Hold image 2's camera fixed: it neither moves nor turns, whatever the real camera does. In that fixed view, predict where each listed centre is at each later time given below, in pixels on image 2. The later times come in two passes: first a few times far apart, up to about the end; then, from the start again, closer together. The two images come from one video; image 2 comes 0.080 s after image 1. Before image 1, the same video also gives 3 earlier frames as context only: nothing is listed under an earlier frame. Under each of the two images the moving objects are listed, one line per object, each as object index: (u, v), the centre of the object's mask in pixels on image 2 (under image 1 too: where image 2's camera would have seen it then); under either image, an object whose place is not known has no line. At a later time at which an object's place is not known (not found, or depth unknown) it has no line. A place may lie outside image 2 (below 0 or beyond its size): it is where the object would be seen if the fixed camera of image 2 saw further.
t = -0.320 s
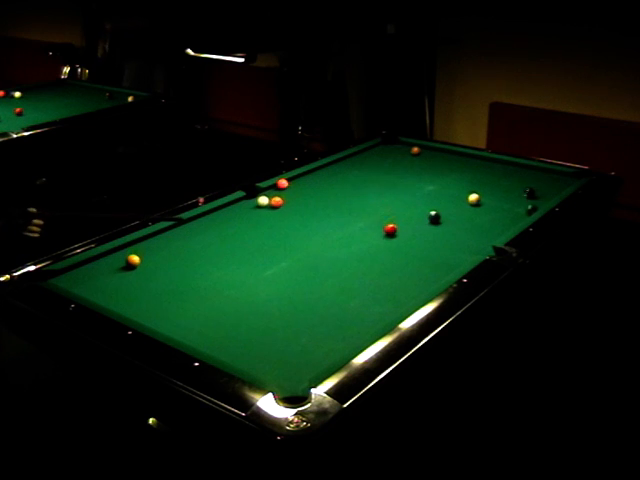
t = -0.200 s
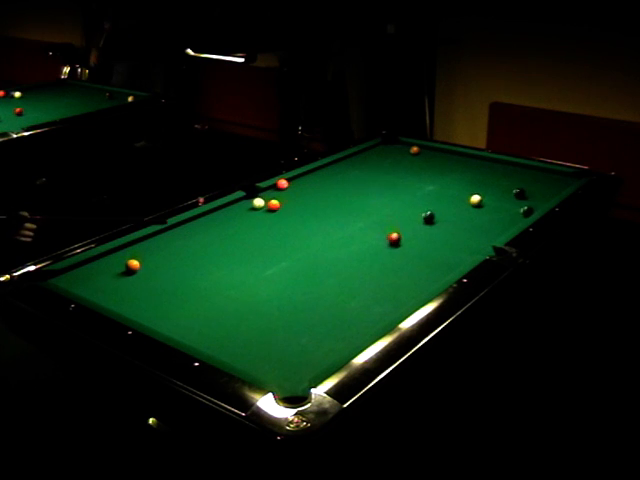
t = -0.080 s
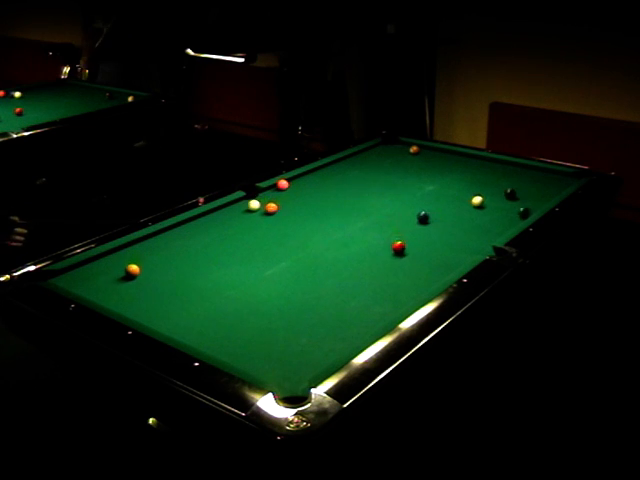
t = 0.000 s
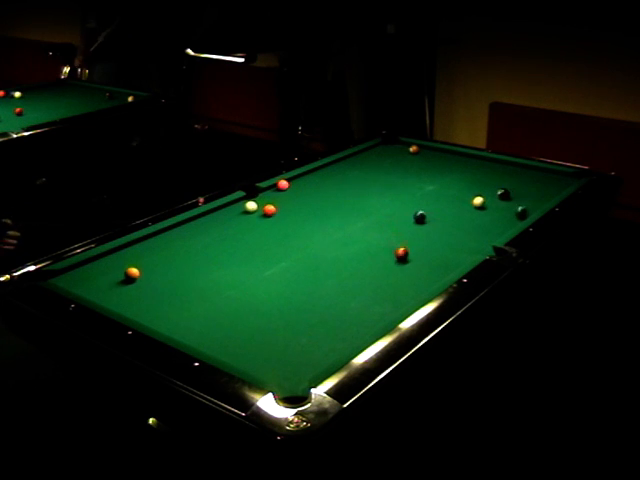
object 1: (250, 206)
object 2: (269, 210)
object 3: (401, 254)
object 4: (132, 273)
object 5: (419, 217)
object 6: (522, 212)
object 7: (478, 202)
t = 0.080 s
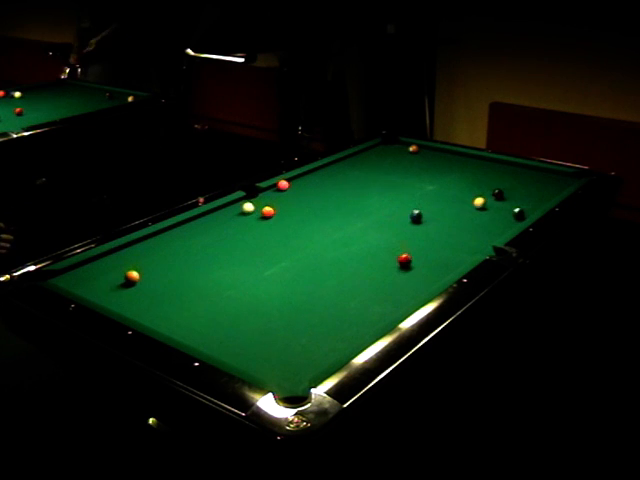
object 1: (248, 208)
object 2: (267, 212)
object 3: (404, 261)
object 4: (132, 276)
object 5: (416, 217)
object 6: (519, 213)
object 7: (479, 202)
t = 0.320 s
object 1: (239, 211)
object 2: (262, 217)
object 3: (414, 282)
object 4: (132, 285)
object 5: (407, 217)
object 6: (513, 216)
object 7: (481, 204)
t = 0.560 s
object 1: (232, 215)
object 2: (257, 223)
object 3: (408, 294)
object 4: (132, 295)
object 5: (398, 216)
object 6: (506, 217)
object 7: (484, 205)
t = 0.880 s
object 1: (222, 219)
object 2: (251, 230)
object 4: (131, 307)
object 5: (389, 215)
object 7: (486, 207)
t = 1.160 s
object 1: (214, 222)
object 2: (246, 236)
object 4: (137, 312)
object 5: (382, 215)
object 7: (486, 207)
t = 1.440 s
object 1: (208, 225)
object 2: (241, 242)
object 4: (149, 312)
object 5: (377, 215)
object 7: (487, 208)
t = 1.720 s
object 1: (203, 227)
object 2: (237, 246)
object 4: (158, 311)
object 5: (373, 215)
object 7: (487, 208)
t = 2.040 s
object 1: (198, 228)
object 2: (234, 251)
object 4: (167, 311)
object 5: (370, 215)
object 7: (487, 208)
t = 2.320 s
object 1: (195, 230)
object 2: (230, 255)
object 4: (172, 311)
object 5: (369, 215)
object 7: (487, 208)
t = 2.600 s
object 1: (194, 230)
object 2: (228, 258)
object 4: (177, 311)
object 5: (370, 215)
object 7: (487, 208)
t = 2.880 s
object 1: (192, 231)
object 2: (225, 260)
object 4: (179, 311)
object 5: (370, 215)
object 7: (487, 208)
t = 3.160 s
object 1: (193, 231)
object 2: (224, 262)
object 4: (180, 311)
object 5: (370, 215)
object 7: (487, 208)
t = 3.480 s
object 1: (193, 231)
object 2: (223, 263)
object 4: (179, 311)
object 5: (370, 215)
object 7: (487, 208)
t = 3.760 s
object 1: (193, 231)
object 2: (223, 263)
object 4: (179, 311)
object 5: (370, 215)
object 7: (487, 208)
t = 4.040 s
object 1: (193, 231)
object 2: (223, 263)
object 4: (178, 310)
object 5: (370, 215)
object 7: (487, 208)
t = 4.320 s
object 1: (193, 231)
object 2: (223, 263)
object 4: (179, 310)
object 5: (370, 215)
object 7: (487, 208)
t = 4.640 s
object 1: (193, 231)
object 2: (222, 263)
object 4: (179, 311)
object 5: (370, 215)
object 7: (487, 208)
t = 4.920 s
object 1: (193, 231)
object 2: (222, 263)
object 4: (179, 311)
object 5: (370, 214)
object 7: (487, 208)
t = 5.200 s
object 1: (193, 231)
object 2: (222, 263)
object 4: (179, 311)
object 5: (370, 215)
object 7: (487, 208)
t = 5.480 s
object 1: (193, 231)
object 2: (222, 263)
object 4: (179, 311)
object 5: (370, 215)
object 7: (487, 208)
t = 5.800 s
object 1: (193, 231)
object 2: (222, 263)
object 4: (179, 311)
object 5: (370, 215)
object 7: (487, 208)
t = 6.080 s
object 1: (193, 231)
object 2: (222, 263)
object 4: (179, 311)
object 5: (370, 215)
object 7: (487, 208)
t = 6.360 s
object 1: (193, 231)
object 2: (222, 263)
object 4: (179, 311)
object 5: (370, 215)
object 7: (487, 208)
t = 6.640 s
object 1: (193, 231)
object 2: (222, 264)
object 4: (179, 311)
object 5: (370, 215)
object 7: (487, 208)
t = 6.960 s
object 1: (193, 231)
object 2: (222, 264)
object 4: (179, 310)
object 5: (370, 215)
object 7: (487, 208)
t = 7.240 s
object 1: (193, 231)
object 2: (222, 264)
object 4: (179, 310)
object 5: (370, 215)
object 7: (487, 208)
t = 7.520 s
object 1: (193, 231)
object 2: (222, 264)
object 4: (179, 310)
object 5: (370, 215)
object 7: (487, 208)
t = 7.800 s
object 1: (193, 231)
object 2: (222, 264)
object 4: (179, 310)
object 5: (370, 215)
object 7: (487, 208)
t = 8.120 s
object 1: (193, 231)
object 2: (222, 264)
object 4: (179, 310)
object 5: (370, 215)
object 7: (487, 208)
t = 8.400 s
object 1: (193, 231)
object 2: (222, 264)
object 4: (179, 310)
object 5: (370, 215)
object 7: (487, 208)
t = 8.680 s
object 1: (193, 231)
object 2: (222, 264)
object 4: (179, 310)
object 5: (370, 215)
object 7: (487, 208)
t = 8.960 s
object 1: (193, 231)
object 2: (222, 264)
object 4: (179, 310)
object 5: (370, 215)
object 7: (487, 208)
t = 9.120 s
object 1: (193, 231)
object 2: (222, 264)
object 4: (179, 310)
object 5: (370, 214)
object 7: (487, 208)
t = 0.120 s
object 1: (246, 208)
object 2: (266, 213)
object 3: (406, 264)
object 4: (132, 278)
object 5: (414, 216)
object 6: (517, 214)
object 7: (479, 202)
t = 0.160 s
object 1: (245, 209)
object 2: (266, 214)
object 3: (407, 267)
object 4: (132, 279)
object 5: (412, 216)
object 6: (517, 215)
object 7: (480, 202)
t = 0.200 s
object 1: (244, 209)
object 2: (265, 214)
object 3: (409, 271)
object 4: (132, 281)
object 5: (411, 216)
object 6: (516, 215)
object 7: (480, 203)
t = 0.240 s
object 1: (242, 210)
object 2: (264, 216)
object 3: (411, 274)
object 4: (132, 282)
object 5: (409, 216)
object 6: (515, 215)
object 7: (481, 203)
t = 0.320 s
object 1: (239, 211)
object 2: (262, 217)
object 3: (414, 282)
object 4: (132, 285)
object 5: (407, 217)
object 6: (513, 216)
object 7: (481, 204)
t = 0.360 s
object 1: (238, 212)
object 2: (261, 219)
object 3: (416, 285)
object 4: (132, 287)
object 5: (405, 217)
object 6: (512, 216)
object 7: (482, 204)
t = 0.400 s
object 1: (237, 212)
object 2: (261, 220)
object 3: (417, 288)
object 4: (132, 288)
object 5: (404, 217)
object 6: (510, 217)
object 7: (482, 204)
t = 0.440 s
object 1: (235, 213)
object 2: (260, 220)
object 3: (418, 290)
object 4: (132, 290)
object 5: (402, 216)
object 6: (510, 217)
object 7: (482, 204)
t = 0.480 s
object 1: (234, 213)
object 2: (259, 221)
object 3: (416, 292)
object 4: (132, 291)
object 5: (401, 216)
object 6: (509, 217)
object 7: (483, 204)
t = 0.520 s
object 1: (233, 214)
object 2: (258, 222)
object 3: (412, 293)
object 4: (132, 293)
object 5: (400, 216)
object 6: (507, 217)
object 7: (483, 205)
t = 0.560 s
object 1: (232, 215)
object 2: (257, 223)
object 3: (408, 294)
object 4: (132, 295)
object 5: (398, 216)
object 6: (506, 217)
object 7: (484, 205)
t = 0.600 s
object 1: (230, 215)
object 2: (256, 224)
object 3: (404, 296)
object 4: (131, 296)
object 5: (397, 215)
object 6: (505, 218)
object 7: (484, 205)
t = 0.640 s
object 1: (229, 216)
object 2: (256, 225)
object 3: (400, 296)
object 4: (131, 298)
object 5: (395, 215)
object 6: (504, 218)
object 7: (484, 205)
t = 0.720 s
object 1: (227, 216)
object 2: (254, 227)
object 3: (392, 297)
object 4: (131, 301)
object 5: (393, 215)
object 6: (502, 219)
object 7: (485, 206)
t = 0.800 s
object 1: (224, 218)
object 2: (253, 228)
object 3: (385, 297)
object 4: (132, 304)
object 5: (391, 215)
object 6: (501, 220)
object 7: (485, 206)
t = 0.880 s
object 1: (222, 219)
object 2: (251, 230)
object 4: (131, 307)
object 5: (389, 215)
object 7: (486, 207)
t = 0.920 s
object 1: (221, 219)
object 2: (250, 231)
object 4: (131, 308)
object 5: (388, 215)
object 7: (486, 207)
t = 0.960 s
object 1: (220, 220)
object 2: (249, 232)
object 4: (131, 310)
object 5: (387, 215)
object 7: (486, 207)
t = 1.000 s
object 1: (219, 220)
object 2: (249, 233)
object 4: (131, 311)
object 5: (386, 215)
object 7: (486, 207)
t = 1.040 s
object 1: (218, 220)
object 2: (248, 234)
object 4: (132, 312)
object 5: (385, 215)
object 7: (486, 207)
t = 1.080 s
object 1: (217, 221)
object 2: (247, 235)
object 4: (134, 312)
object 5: (384, 215)
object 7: (486, 207)
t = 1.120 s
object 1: (216, 222)
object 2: (247, 235)
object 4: (136, 312)
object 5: (383, 215)
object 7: (486, 207)
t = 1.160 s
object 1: (214, 222)
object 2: (246, 236)
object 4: (137, 312)
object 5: (382, 215)
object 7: (486, 207)
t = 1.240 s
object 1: (212, 223)
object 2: (245, 237)
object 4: (141, 312)
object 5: (381, 215)
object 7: (487, 208)
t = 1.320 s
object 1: (211, 223)
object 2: (243, 239)
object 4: (144, 312)
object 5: (379, 215)
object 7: (487, 208)
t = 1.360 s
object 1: (210, 224)
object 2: (243, 240)
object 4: (146, 312)
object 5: (378, 215)
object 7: (487, 208)
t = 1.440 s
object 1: (208, 225)
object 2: (241, 242)
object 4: (149, 312)
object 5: (377, 215)
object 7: (487, 208)
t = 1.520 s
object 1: (207, 225)
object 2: (240, 243)
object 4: (152, 312)
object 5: (375, 215)
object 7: (487, 208)
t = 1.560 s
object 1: (206, 226)
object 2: (239, 243)
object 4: (153, 312)
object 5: (375, 215)
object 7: (487, 208)
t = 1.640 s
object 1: (205, 226)
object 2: (238, 245)
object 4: (156, 312)
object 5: (373, 214)
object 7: (487, 208)
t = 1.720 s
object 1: (203, 227)
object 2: (237, 246)
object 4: (158, 311)
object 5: (373, 215)
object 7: (487, 208)
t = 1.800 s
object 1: (202, 227)
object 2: (236, 248)
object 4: (161, 311)
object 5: (372, 215)
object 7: (487, 208)
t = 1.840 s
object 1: (201, 227)
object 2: (236, 248)
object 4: (162, 311)
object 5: (372, 215)
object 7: (487, 208)
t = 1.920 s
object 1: (200, 228)
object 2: (235, 250)
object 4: (164, 311)
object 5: (371, 215)
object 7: (487, 208)
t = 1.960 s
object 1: (199, 228)
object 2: (234, 250)
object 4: (165, 311)
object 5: (370, 215)
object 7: (487, 208)
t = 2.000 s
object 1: (199, 228)
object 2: (234, 250)
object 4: (166, 311)
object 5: (370, 215)
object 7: (487, 208)
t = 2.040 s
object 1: (198, 228)
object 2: (234, 251)
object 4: (167, 311)
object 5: (370, 215)
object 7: (487, 208)
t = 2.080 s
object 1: (198, 229)
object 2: (233, 252)
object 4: (168, 311)
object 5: (370, 215)
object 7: (487, 208)
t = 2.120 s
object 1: (197, 229)
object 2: (233, 252)
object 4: (169, 311)
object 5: (370, 215)
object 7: (487, 208)
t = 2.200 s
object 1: (196, 229)
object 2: (232, 254)
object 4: (170, 311)
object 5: (370, 215)
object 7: (487, 208)
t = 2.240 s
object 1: (196, 230)
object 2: (231, 254)
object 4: (171, 311)
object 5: (369, 215)
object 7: (487, 208)
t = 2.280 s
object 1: (196, 230)
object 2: (231, 254)
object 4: (172, 311)
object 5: (369, 215)
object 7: (487, 208)
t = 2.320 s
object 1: (195, 230)
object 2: (230, 255)
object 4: (172, 311)
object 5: (369, 215)
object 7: (487, 208)
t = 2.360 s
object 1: (195, 230)
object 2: (230, 256)
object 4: (173, 311)
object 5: (369, 215)
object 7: (487, 208)
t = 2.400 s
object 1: (195, 230)
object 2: (230, 256)
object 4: (174, 311)
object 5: (370, 215)
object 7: (487, 208)
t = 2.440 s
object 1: (194, 230)
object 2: (229, 257)
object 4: (174, 311)
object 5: (370, 215)
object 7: (487, 208)
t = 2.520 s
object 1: (194, 230)
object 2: (228, 257)
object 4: (175, 311)
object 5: (370, 215)
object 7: (487, 208)
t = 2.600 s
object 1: (194, 230)
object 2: (228, 258)
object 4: (177, 311)
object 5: (370, 215)
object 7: (487, 208)
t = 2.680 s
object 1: (193, 231)
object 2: (227, 259)
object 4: (177, 311)
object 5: (370, 215)
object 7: (487, 208)
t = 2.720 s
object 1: (193, 231)
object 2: (227, 259)
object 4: (178, 311)
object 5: (370, 215)
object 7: (487, 208)
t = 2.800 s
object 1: (193, 231)
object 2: (226, 260)
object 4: (178, 311)
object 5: (370, 215)
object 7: (487, 208)
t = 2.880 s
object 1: (192, 231)
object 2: (225, 260)
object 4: (179, 311)
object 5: (370, 215)
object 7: (487, 208)
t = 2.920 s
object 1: (192, 231)
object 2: (225, 260)
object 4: (179, 311)
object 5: (370, 215)
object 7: (487, 208)
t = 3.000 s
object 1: (192, 231)
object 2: (225, 261)
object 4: (179, 311)
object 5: (370, 215)
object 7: (487, 208)
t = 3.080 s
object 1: (193, 231)
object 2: (225, 261)
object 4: (179, 311)
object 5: (370, 215)
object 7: (487, 208)
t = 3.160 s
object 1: (193, 231)
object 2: (224, 262)
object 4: (180, 311)
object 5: (370, 215)
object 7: (487, 208)
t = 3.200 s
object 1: (193, 231)
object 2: (224, 262)
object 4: (180, 311)
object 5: (370, 215)
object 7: (487, 208)
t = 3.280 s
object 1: (193, 231)
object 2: (224, 263)
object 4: (180, 311)
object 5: (370, 215)
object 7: (487, 208)
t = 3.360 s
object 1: (193, 231)
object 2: (223, 263)
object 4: (180, 311)
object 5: (370, 215)
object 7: (487, 208)
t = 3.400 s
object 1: (193, 231)
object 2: (223, 263)
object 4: (180, 311)
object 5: (370, 215)
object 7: (487, 208)
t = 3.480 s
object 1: (193, 231)
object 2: (223, 263)
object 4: (179, 311)
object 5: (370, 215)
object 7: (487, 208)
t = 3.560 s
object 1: (193, 231)
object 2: (223, 263)
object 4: (179, 311)
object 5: (370, 215)
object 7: (487, 208)
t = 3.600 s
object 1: (193, 231)
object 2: (223, 263)
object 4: (179, 311)
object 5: (370, 215)
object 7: (487, 208)
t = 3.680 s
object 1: (193, 231)
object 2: (223, 263)
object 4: (179, 311)
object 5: (370, 215)
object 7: (487, 208)
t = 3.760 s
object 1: (193, 231)
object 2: (223, 263)
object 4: (179, 311)
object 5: (370, 215)
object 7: (487, 208)
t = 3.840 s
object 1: (193, 231)
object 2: (223, 263)
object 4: (179, 311)
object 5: (370, 215)
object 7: (487, 208)
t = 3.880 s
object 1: (193, 231)
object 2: (223, 263)
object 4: (179, 311)
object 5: (370, 215)
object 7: (487, 208)
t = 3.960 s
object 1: (193, 231)
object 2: (223, 263)
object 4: (179, 311)
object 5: (370, 215)
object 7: (487, 208)
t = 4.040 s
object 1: (193, 231)
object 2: (223, 263)
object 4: (178, 310)
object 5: (370, 215)
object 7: (487, 208)
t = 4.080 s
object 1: (193, 231)
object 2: (223, 263)
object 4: (178, 311)
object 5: (370, 215)
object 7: (487, 208)
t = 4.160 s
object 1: (193, 231)
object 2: (223, 263)
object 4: (179, 311)
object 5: (370, 215)
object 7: (487, 208)
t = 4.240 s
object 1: (193, 231)
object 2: (223, 263)
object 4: (179, 310)
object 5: (370, 215)
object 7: (487, 208)
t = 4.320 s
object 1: (193, 231)
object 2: (223, 263)
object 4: (179, 310)
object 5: (370, 215)
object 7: (487, 208)
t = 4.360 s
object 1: (193, 231)
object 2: (223, 263)
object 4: (179, 311)
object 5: (370, 215)
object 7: (487, 208)
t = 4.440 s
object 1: (193, 231)
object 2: (223, 263)
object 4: (179, 311)
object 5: (370, 215)
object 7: (487, 208)
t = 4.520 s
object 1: (193, 231)
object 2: (223, 263)
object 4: (179, 311)
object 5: (370, 215)
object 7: (487, 208)
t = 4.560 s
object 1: (193, 231)
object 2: (223, 263)
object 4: (179, 311)
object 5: (370, 215)
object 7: (487, 208)
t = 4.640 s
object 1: (193, 231)
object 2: (222, 263)
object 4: (179, 311)
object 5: (370, 215)
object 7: (487, 208)
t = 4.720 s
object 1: (193, 231)
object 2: (223, 263)
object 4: (179, 311)
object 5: (370, 214)
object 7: (487, 208)
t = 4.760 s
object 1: (193, 231)
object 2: (222, 263)
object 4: (179, 311)
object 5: (370, 215)
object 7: (487, 208)
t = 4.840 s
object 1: (193, 231)
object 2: (223, 263)
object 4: (179, 311)
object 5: (370, 215)
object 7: (487, 208)
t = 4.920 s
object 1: (193, 231)
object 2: (222, 263)
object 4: (179, 311)
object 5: (370, 214)
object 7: (487, 208)
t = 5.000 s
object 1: (193, 231)
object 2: (222, 263)
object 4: (179, 311)
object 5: (370, 215)
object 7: (487, 208)
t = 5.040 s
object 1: (193, 231)
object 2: (222, 263)
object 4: (179, 311)
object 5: (370, 215)
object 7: (487, 208)
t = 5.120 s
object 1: (193, 231)
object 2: (222, 263)
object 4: (179, 311)
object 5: (370, 215)
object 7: (487, 208)
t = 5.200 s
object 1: (193, 231)
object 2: (222, 263)
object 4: (179, 311)
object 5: (370, 215)
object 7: (487, 208)
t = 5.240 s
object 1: (193, 231)
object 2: (222, 263)
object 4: (179, 311)
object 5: (370, 215)
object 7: (487, 208)
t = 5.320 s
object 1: (193, 231)
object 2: (222, 263)
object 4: (179, 311)
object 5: (370, 215)
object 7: (487, 208)
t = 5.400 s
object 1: (193, 231)
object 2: (222, 263)
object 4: (179, 311)
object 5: (370, 215)
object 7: (487, 208)
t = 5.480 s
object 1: (193, 231)
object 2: (222, 263)
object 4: (179, 311)
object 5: (370, 215)
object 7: (487, 208)
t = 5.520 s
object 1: (193, 231)
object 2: (222, 263)
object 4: (179, 311)
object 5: (370, 215)
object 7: (487, 208)
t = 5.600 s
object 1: (193, 231)
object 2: (222, 263)
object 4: (179, 311)
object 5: (370, 215)
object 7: (487, 208)
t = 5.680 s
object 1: (193, 231)
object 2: (222, 263)
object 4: (179, 311)
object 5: (370, 215)
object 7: (487, 208)
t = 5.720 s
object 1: (193, 231)
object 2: (222, 263)
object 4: (179, 311)
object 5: (370, 215)
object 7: (487, 208)
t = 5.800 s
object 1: (193, 231)
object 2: (222, 263)
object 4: (179, 311)
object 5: (370, 215)
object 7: (487, 208)
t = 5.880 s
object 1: (193, 231)
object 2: (222, 263)
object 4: (179, 311)
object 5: (370, 215)
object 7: (487, 208)
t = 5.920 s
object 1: (193, 231)
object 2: (222, 263)
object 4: (179, 311)
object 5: (370, 215)
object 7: (487, 208)
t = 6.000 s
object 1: (193, 231)
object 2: (222, 263)
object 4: (179, 311)
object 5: (370, 215)
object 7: (487, 208)
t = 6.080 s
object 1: (193, 231)
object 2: (222, 263)
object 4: (179, 311)
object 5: (370, 215)
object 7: (487, 208)
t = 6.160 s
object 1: (193, 231)
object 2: (222, 263)
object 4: (179, 311)
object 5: (370, 215)
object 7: (487, 208)
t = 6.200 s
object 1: (193, 231)
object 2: (222, 263)
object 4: (179, 311)
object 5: (370, 215)
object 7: (487, 208)
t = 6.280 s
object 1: (193, 231)
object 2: (222, 263)
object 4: (179, 311)
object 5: (370, 215)
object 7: (487, 208)
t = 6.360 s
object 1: (193, 231)
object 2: (222, 263)
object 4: (179, 311)
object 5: (370, 215)
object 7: (487, 208)
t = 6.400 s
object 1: (193, 231)
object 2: (222, 264)
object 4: (179, 311)
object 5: (370, 215)
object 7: (487, 208)
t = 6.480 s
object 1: (193, 231)
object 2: (222, 264)
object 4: (179, 311)
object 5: (370, 215)
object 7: (487, 208)
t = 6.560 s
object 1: (193, 231)
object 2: (222, 264)
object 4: (179, 311)
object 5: (370, 215)
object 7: (487, 208)
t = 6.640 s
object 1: (193, 231)
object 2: (222, 264)
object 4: (179, 311)
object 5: (370, 215)
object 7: (487, 208)
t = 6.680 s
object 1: (193, 231)
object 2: (222, 264)
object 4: (179, 311)
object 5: (370, 215)
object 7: (487, 208)
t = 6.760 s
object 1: (193, 231)
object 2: (222, 264)
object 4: (179, 311)
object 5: (370, 215)
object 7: (487, 208)
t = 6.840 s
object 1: (193, 231)
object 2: (222, 264)
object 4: (179, 311)
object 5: (370, 215)
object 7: (487, 208)
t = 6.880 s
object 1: (193, 231)
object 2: (222, 264)
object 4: (179, 311)
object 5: (370, 215)
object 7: (487, 208)
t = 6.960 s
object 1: (193, 231)
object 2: (222, 264)
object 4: (179, 310)
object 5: (370, 215)
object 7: (487, 208)
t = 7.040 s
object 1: (193, 231)
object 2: (222, 264)
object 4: (179, 310)
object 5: (370, 215)
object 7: (487, 208)
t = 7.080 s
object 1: (193, 231)
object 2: (222, 264)
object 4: (179, 310)
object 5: (370, 215)
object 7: (487, 208)
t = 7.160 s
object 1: (193, 231)
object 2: (222, 264)
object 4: (179, 310)
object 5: (370, 215)
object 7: (487, 208)
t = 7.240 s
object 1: (193, 231)
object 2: (222, 264)
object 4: (179, 310)
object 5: (370, 215)
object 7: (487, 208)
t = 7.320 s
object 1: (193, 231)
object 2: (222, 264)
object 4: (179, 310)
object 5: (370, 215)
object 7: (487, 208)
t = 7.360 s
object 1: (193, 231)
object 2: (222, 264)
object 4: (179, 310)
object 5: (370, 215)
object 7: (487, 208)
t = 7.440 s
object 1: (193, 231)
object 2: (222, 264)
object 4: (179, 310)
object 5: (370, 215)
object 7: (487, 208)
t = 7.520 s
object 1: (193, 231)
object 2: (222, 264)
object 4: (179, 310)
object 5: (370, 215)
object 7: (487, 208)
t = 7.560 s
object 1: (193, 231)
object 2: (222, 264)
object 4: (179, 310)
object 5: (370, 215)
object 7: (487, 208)
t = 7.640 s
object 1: (193, 231)
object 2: (222, 264)
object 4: (179, 310)
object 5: (370, 215)
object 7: (487, 208)
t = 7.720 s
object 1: (193, 231)
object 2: (222, 264)
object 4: (179, 310)
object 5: (370, 215)
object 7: (487, 208)
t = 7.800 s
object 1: (193, 231)
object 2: (222, 264)
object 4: (179, 310)
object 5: (370, 215)
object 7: (487, 208)
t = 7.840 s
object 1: (193, 231)
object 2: (222, 264)
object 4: (179, 311)
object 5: (370, 215)
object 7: (487, 208)
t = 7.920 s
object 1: (193, 231)
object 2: (222, 264)
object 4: (179, 310)
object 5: (370, 215)
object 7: (487, 208)
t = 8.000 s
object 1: (193, 231)
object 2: (222, 264)
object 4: (179, 310)
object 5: (370, 215)
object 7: (487, 208)
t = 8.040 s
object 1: (193, 231)
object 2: (222, 264)
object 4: (179, 310)
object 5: (370, 215)
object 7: (487, 208)
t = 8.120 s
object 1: (193, 231)
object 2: (222, 264)
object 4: (179, 310)
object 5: (370, 215)
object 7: (487, 208)
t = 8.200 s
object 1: (193, 231)
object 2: (222, 264)
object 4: (179, 310)
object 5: (370, 215)
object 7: (487, 208)
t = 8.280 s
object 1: (193, 231)
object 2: (222, 264)
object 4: (179, 311)
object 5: (370, 215)
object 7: (487, 208)
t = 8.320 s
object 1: (193, 231)
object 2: (222, 264)
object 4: (179, 310)
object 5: (370, 214)
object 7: (487, 208)
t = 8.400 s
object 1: (193, 231)
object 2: (222, 264)
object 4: (179, 310)
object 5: (370, 215)
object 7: (487, 208)
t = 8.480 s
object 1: (193, 231)
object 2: (222, 264)
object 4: (179, 310)
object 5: (370, 215)
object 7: (487, 208)
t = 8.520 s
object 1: (193, 231)
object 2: (222, 264)
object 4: (179, 310)
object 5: (370, 215)
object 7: (487, 208)
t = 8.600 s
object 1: (193, 231)
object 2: (222, 264)
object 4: (179, 310)
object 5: (370, 215)
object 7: (487, 208)
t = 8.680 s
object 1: (193, 231)
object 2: (222, 264)
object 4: (179, 310)
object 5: (370, 215)
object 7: (487, 208)
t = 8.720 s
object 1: (193, 231)
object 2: (222, 264)
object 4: (179, 310)
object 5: (370, 215)
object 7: (487, 208)
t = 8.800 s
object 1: (193, 231)
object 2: (222, 264)
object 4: (179, 310)
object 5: (370, 215)
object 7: (487, 208)
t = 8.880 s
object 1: (193, 231)
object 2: (222, 264)
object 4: (179, 310)
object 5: (370, 215)
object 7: (487, 208)
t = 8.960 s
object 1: (193, 231)
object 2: (222, 264)
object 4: (179, 310)
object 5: (370, 215)
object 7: (487, 208)
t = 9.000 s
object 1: (193, 231)
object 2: (222, 264)
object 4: (179, 310)
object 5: (370, 215)
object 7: (487, 208)
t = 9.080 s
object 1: (193, 231)
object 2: (222, 264)
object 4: (179, 310)
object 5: (370, 215)
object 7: (487, 208)
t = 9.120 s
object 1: (193, 231)
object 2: (222, 264)
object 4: (179, 310)
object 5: (370, 214)
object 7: (487, 208)
